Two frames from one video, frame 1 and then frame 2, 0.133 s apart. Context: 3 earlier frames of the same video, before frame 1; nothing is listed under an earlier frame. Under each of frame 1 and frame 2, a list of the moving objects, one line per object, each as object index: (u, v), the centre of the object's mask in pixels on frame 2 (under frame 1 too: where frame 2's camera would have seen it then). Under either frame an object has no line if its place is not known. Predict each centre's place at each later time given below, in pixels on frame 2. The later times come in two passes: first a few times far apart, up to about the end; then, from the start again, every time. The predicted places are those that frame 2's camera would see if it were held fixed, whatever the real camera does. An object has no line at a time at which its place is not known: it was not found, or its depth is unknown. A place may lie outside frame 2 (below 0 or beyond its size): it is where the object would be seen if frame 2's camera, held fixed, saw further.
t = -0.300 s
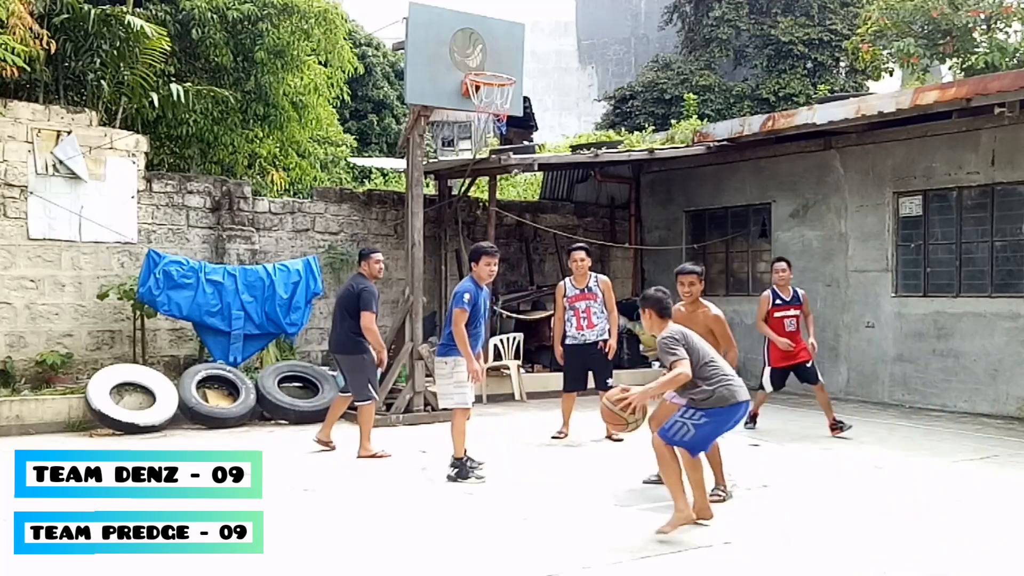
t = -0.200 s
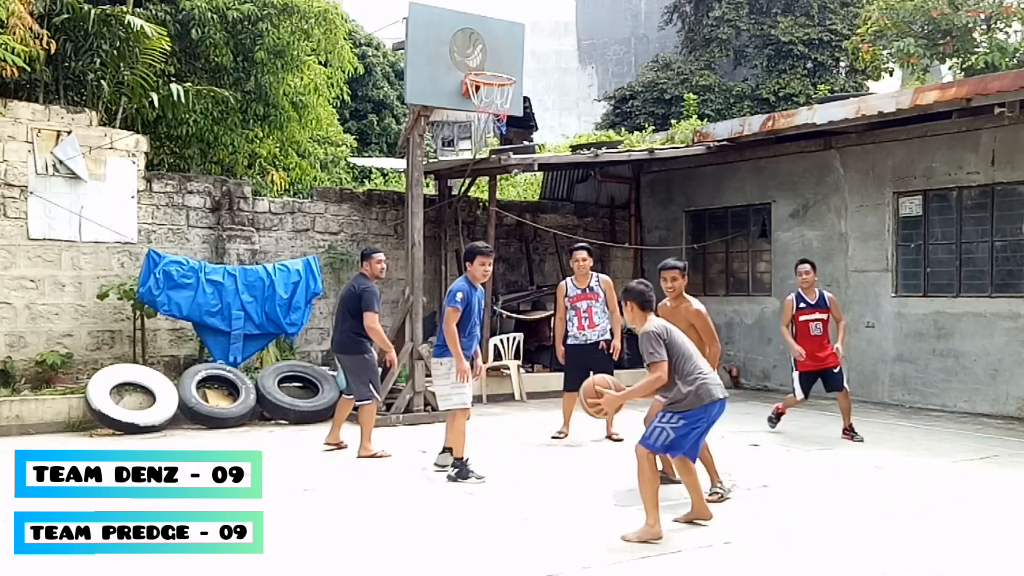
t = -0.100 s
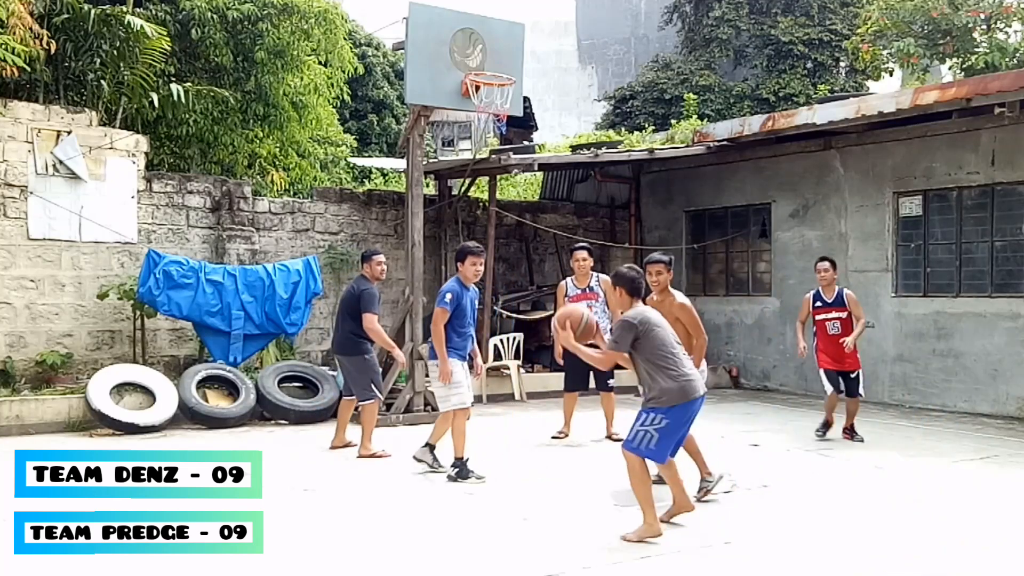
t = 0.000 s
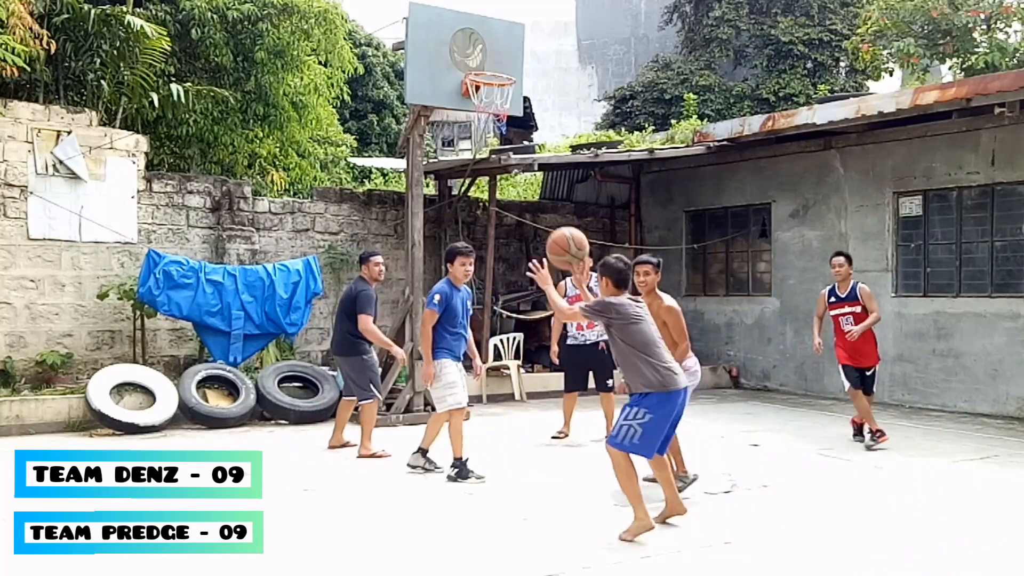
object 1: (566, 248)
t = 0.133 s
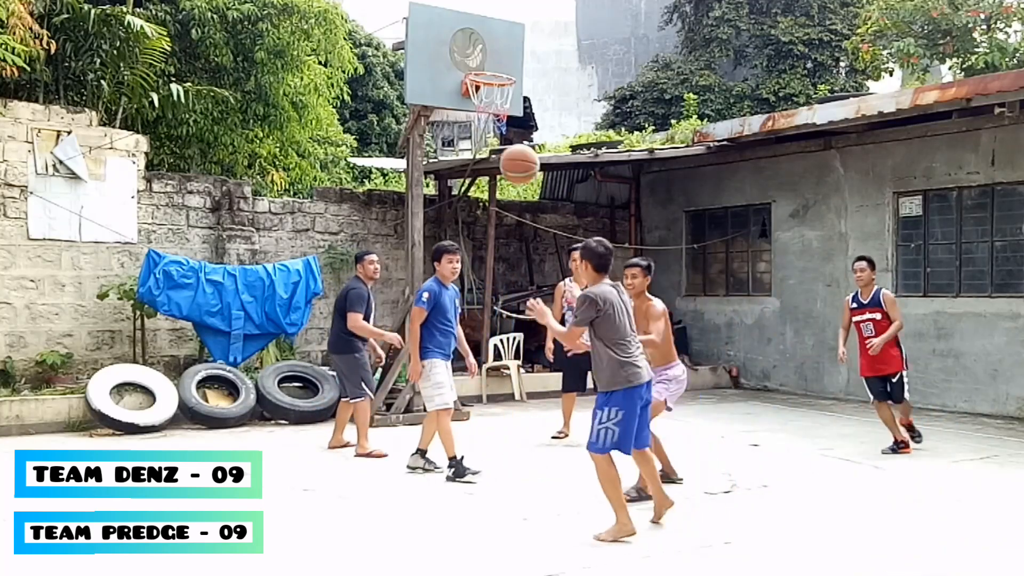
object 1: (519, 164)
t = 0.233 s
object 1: (488, 125)
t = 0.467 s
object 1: (424, 97)
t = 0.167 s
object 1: (508, 149)
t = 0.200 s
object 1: (498, 136)
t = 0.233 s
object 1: (488, 125)
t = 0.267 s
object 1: (478, 115)
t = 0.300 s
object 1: (469, 108)
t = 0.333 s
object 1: (459, 102)
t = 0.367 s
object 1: (450, 97)
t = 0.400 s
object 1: (441, 95)
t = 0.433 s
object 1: (432, 95)
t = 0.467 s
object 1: (424, 97)
